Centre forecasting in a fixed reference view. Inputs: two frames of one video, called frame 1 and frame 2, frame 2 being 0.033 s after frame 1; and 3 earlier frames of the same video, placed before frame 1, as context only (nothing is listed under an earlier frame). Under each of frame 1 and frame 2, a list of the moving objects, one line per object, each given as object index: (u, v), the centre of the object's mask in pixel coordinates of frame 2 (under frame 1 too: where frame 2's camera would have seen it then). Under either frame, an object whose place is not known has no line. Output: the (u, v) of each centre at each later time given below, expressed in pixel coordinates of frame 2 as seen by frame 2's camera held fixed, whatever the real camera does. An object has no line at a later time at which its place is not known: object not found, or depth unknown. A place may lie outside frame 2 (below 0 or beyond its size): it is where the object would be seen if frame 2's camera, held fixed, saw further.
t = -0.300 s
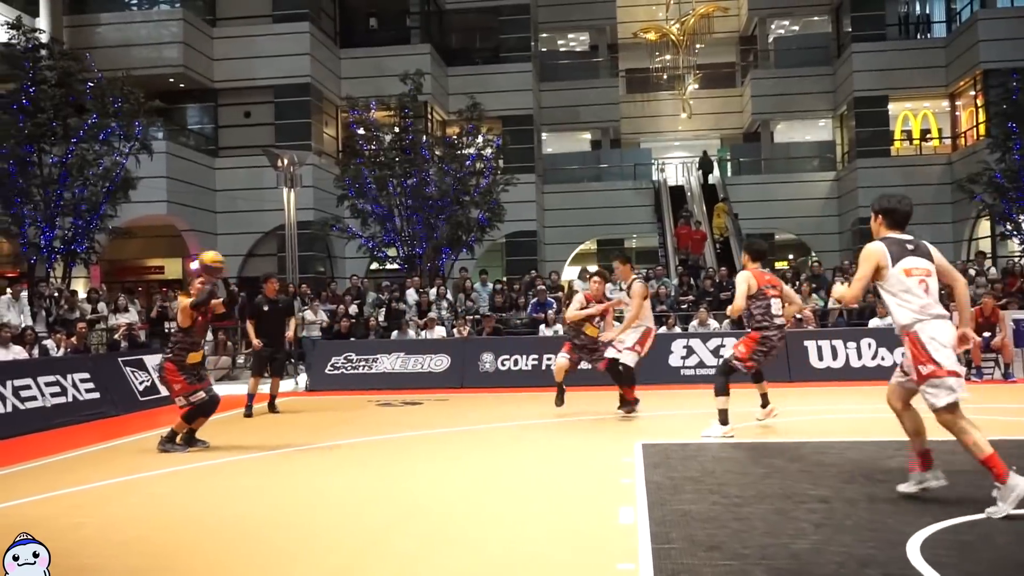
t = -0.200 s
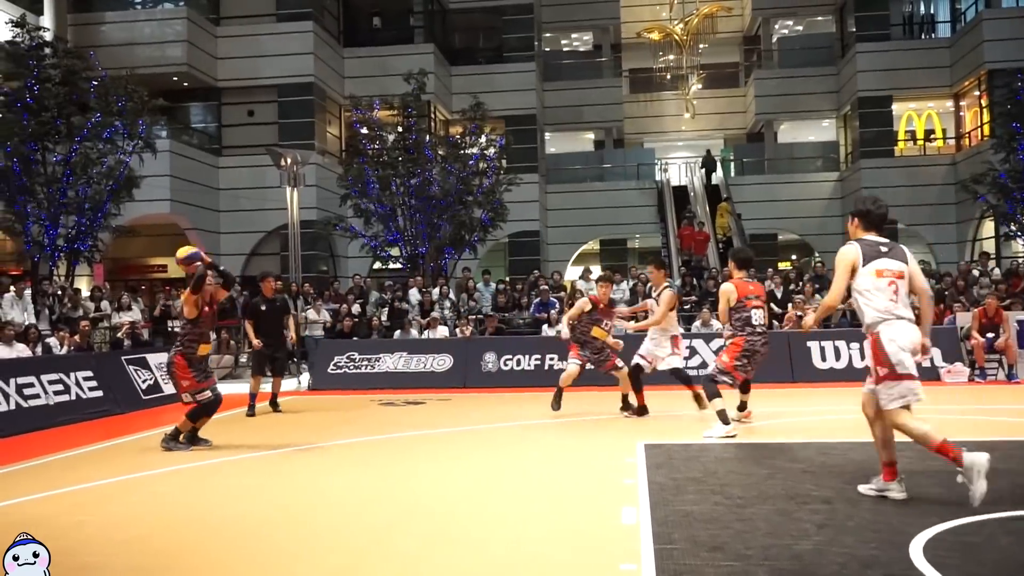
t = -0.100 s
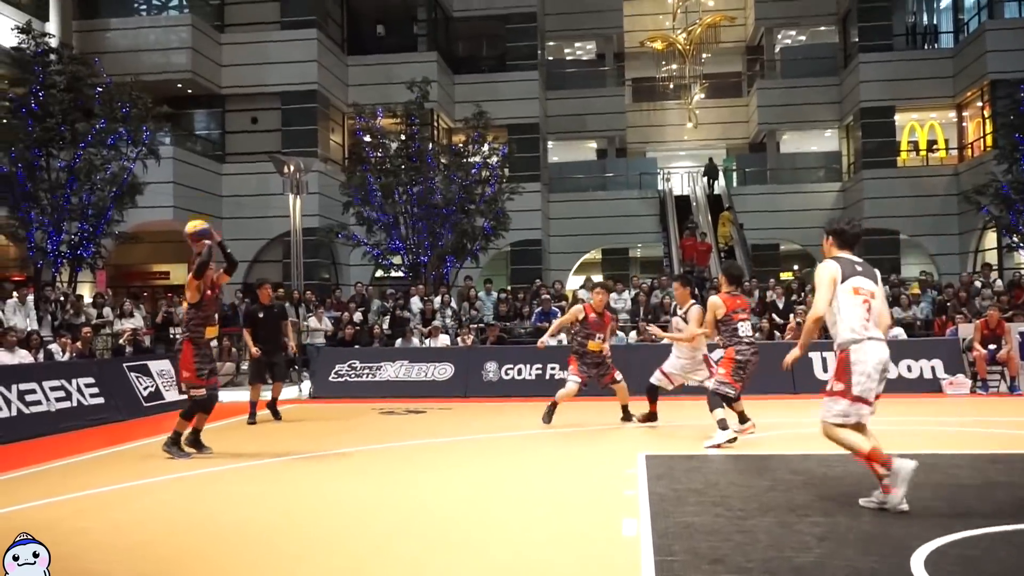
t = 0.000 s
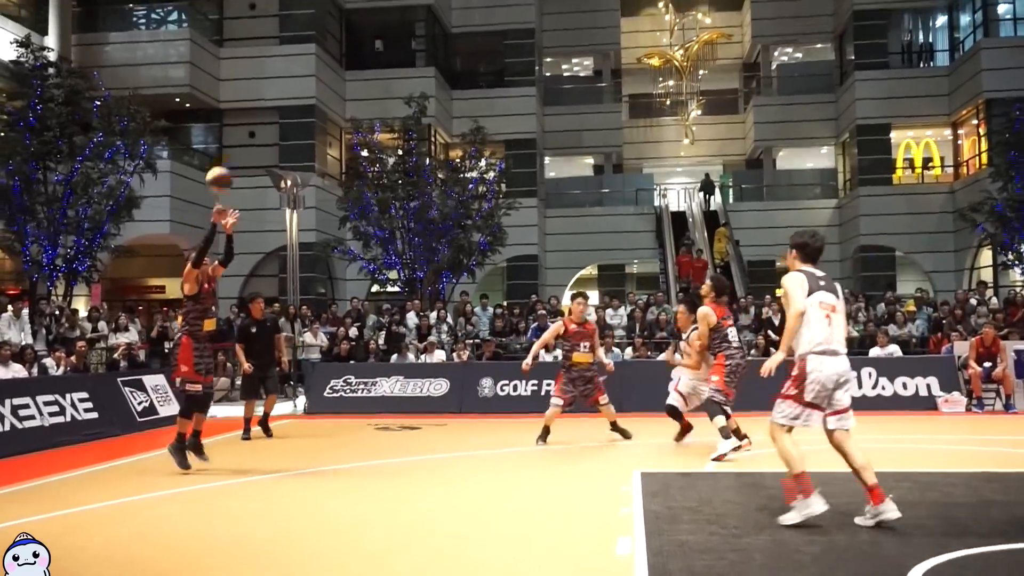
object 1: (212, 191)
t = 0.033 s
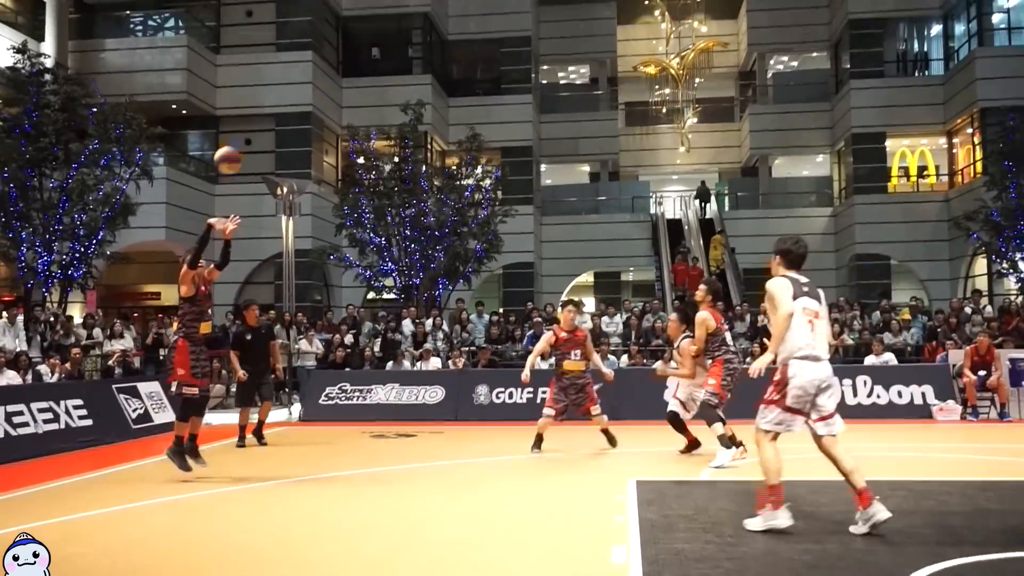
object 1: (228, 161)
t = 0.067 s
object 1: (241, 132)
